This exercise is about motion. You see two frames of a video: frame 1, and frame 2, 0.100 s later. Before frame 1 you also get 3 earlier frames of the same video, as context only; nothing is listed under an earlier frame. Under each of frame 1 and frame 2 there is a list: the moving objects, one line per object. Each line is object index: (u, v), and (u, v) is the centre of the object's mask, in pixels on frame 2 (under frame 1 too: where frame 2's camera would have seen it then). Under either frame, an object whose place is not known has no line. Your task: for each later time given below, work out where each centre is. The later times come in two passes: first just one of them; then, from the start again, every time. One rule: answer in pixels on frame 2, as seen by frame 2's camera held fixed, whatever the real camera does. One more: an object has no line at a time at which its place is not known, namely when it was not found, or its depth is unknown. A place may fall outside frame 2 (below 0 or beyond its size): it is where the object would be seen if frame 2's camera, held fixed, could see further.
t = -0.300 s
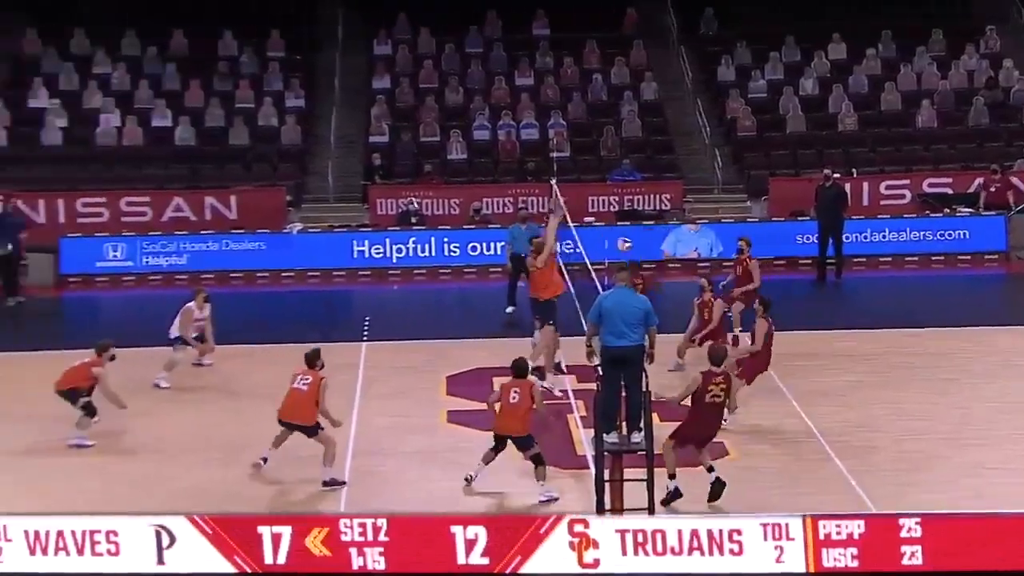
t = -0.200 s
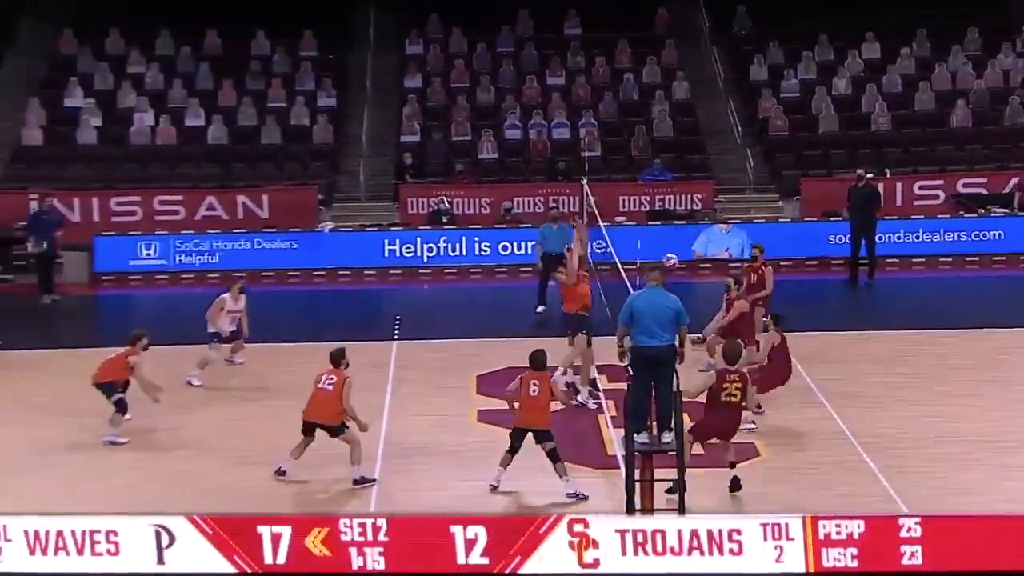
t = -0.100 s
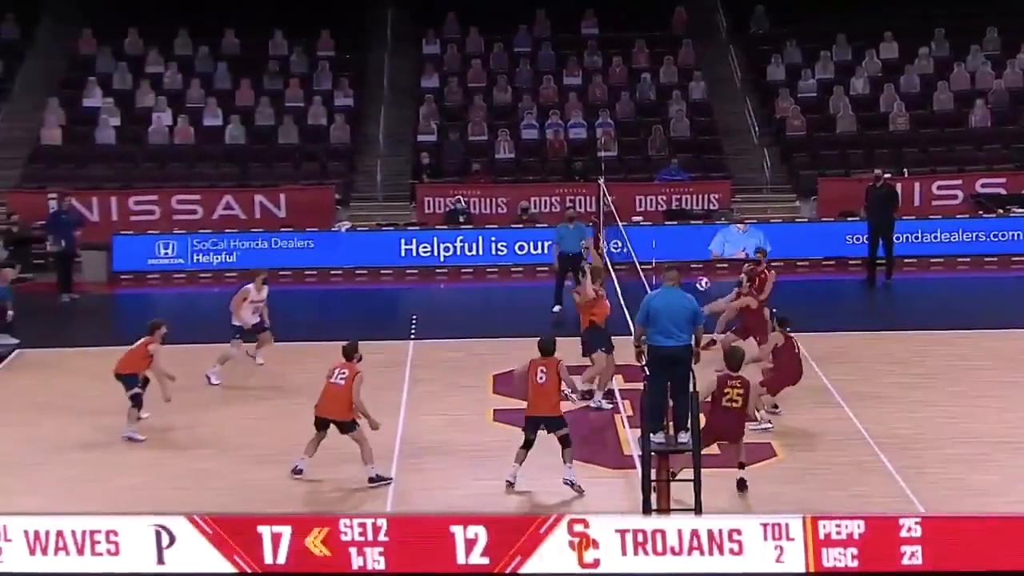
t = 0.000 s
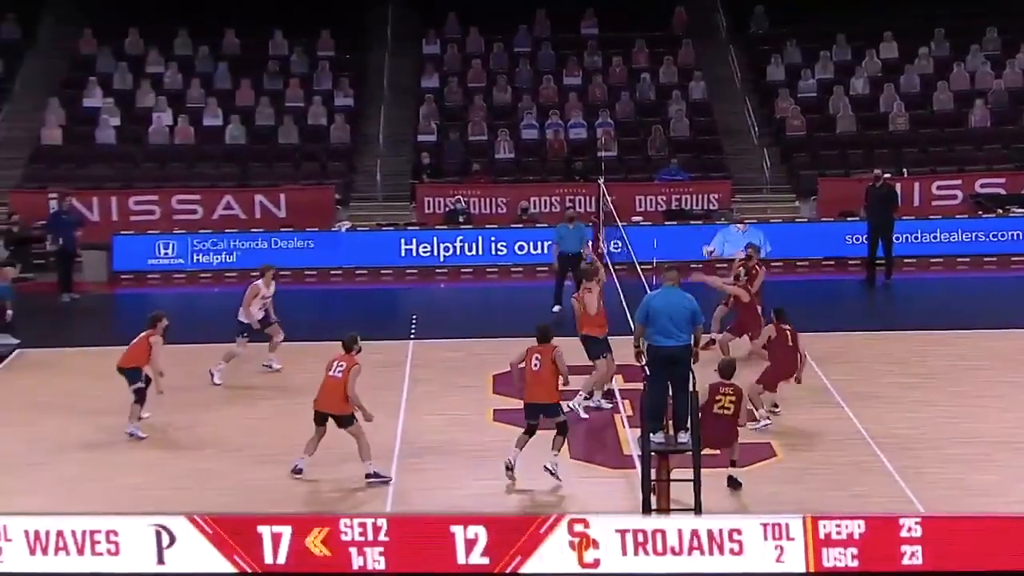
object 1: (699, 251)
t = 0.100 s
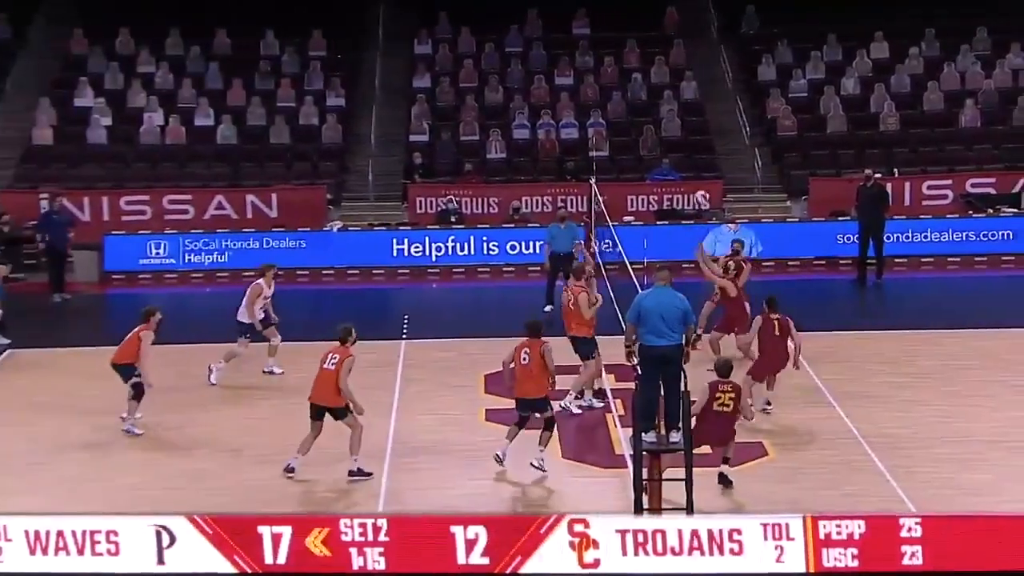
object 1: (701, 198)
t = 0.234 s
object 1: (704, 136)
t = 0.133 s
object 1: (702, 181)
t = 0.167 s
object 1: (702, 165)
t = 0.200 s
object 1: (703, 150)
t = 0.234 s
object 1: (704, 136)
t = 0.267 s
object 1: (705, 122)
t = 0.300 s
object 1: (705, 109)
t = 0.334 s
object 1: (705, 96)
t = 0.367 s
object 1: (705, 85)
